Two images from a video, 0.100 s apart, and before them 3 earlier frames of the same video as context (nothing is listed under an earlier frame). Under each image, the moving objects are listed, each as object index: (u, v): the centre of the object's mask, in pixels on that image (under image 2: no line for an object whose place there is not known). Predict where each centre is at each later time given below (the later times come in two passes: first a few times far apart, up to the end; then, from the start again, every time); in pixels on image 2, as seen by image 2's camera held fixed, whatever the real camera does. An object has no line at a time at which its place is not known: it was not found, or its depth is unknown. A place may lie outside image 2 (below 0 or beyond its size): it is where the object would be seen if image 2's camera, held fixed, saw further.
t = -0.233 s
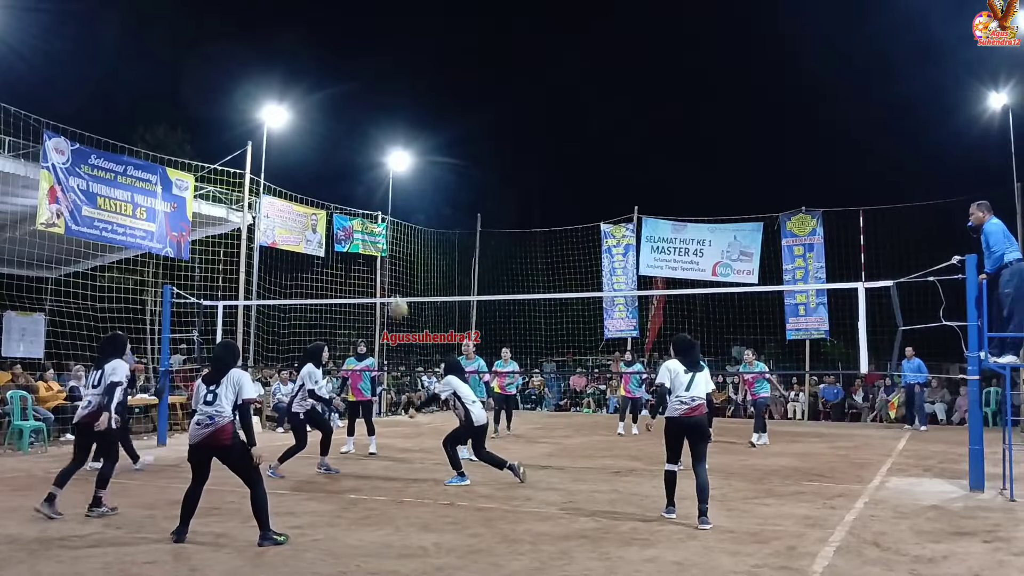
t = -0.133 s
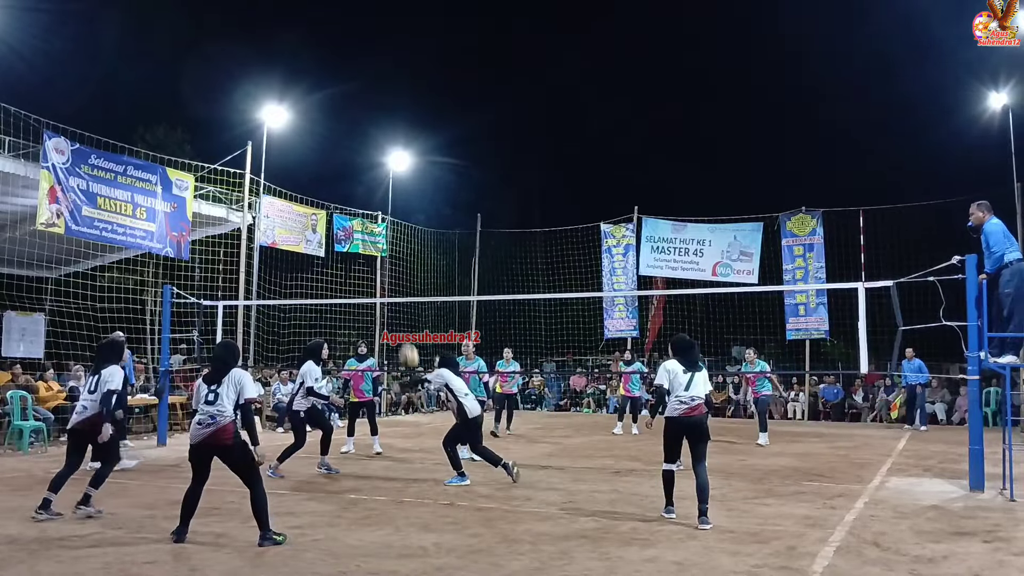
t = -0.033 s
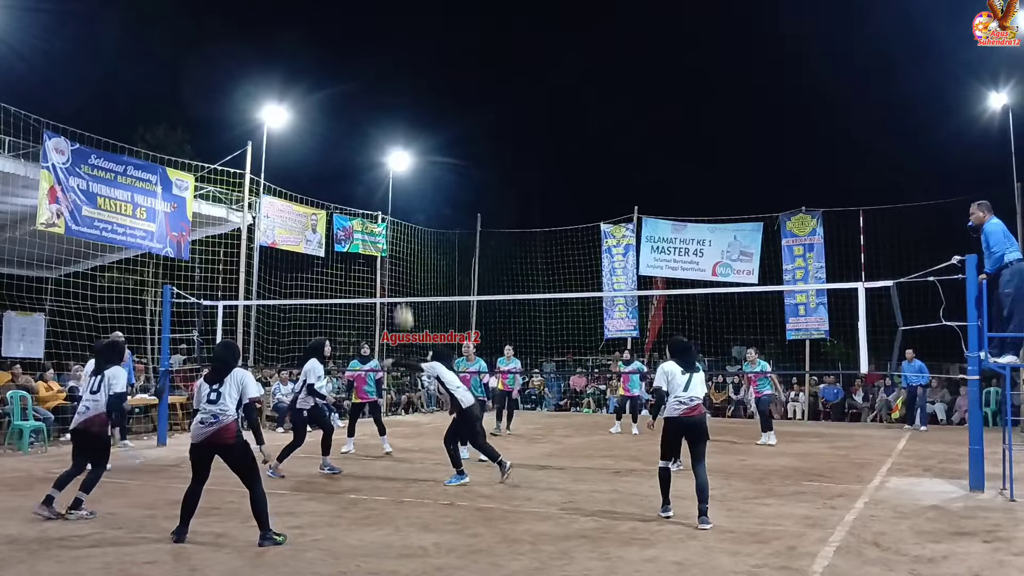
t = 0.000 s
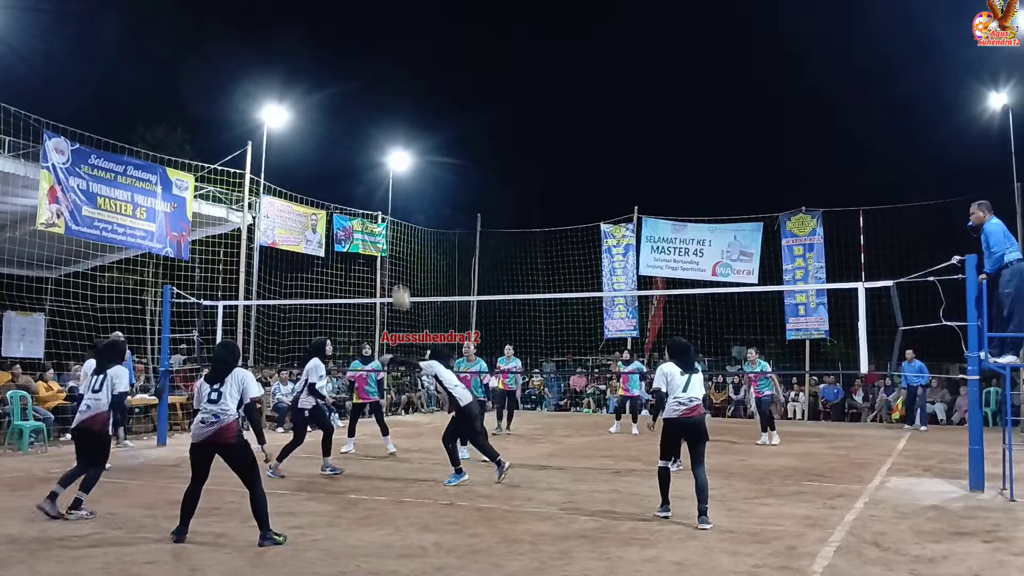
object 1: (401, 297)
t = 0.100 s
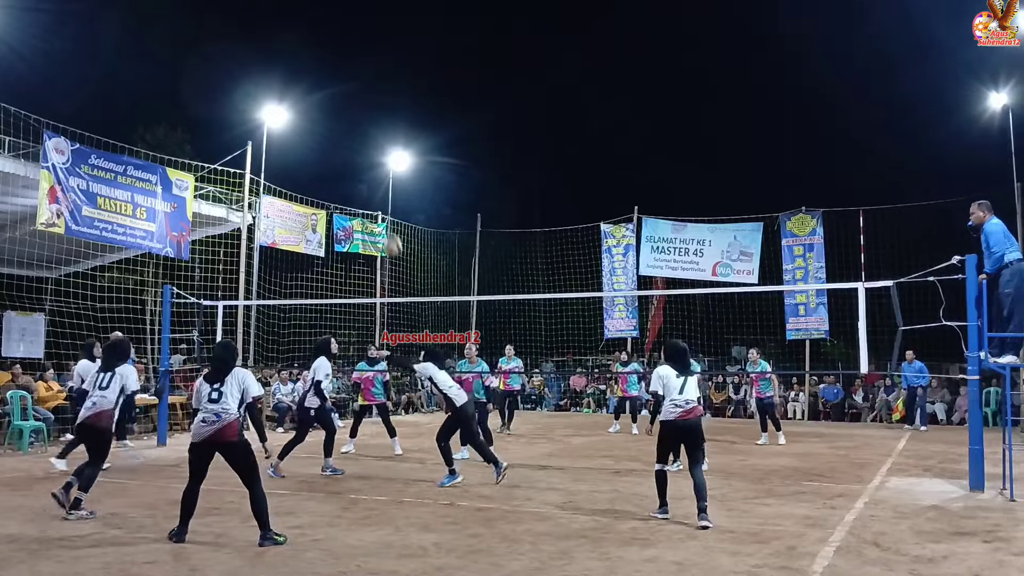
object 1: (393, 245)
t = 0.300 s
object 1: (374, 167)
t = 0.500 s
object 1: (356, 125)
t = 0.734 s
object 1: (335, 119)
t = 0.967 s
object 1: (314, 159)
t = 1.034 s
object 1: (307, 179)
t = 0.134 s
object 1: (392, 230)
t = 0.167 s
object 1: (386, 214)
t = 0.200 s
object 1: (383, 202)
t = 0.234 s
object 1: (379, 190)
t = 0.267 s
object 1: (378, 178)
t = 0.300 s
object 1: (374, 167)
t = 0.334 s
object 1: (371, 158)
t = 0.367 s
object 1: (368, 149)
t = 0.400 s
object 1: (365, 142)
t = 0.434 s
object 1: (362, 135)
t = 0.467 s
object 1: (359, 130)
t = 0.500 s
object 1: (356, 125)
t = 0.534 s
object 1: (353, 121)
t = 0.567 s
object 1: (350, 119)
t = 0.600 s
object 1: (347, 117)
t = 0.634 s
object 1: (344, 116)
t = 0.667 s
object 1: (341, 116)
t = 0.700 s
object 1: (338, 117)
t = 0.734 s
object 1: (335, 119)
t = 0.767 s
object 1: (332, 122)
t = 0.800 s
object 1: (329, 126)
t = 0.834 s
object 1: (326, 131)
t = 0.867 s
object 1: (323, 136)
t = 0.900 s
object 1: (320, 143)
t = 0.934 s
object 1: (317, 150)
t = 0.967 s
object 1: (314, 159)
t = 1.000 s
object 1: (311, 169)
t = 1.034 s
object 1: (307, 179)
